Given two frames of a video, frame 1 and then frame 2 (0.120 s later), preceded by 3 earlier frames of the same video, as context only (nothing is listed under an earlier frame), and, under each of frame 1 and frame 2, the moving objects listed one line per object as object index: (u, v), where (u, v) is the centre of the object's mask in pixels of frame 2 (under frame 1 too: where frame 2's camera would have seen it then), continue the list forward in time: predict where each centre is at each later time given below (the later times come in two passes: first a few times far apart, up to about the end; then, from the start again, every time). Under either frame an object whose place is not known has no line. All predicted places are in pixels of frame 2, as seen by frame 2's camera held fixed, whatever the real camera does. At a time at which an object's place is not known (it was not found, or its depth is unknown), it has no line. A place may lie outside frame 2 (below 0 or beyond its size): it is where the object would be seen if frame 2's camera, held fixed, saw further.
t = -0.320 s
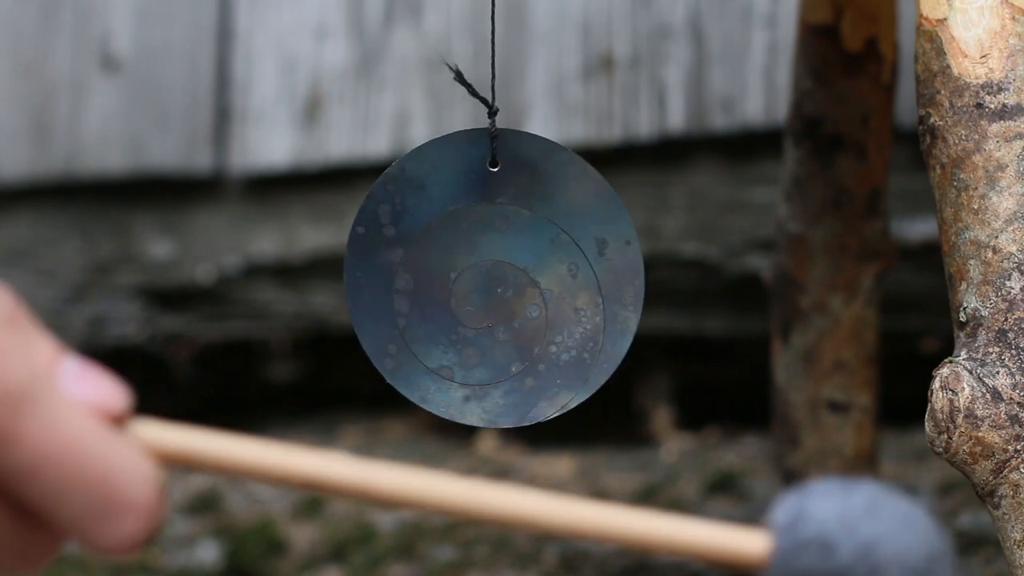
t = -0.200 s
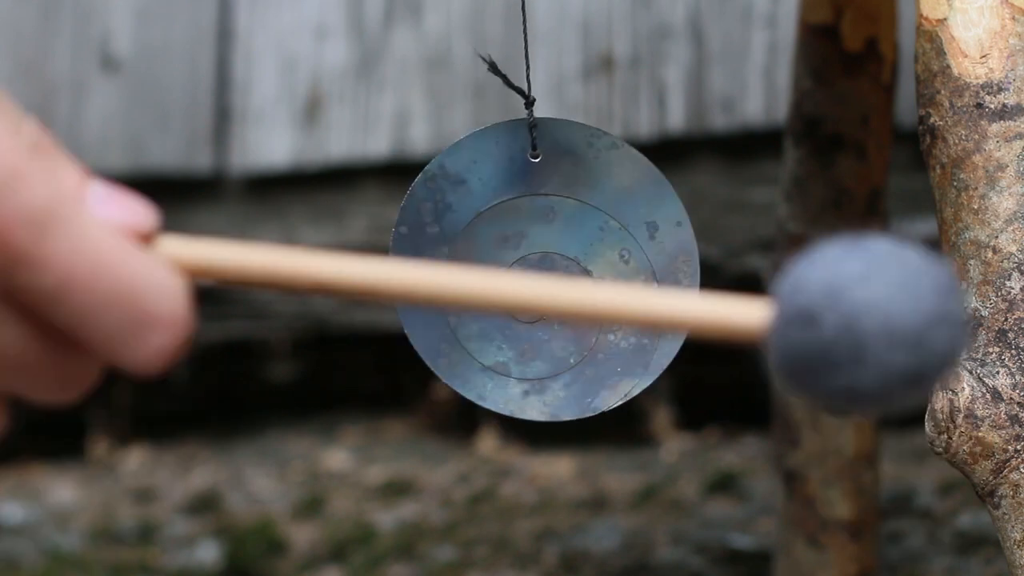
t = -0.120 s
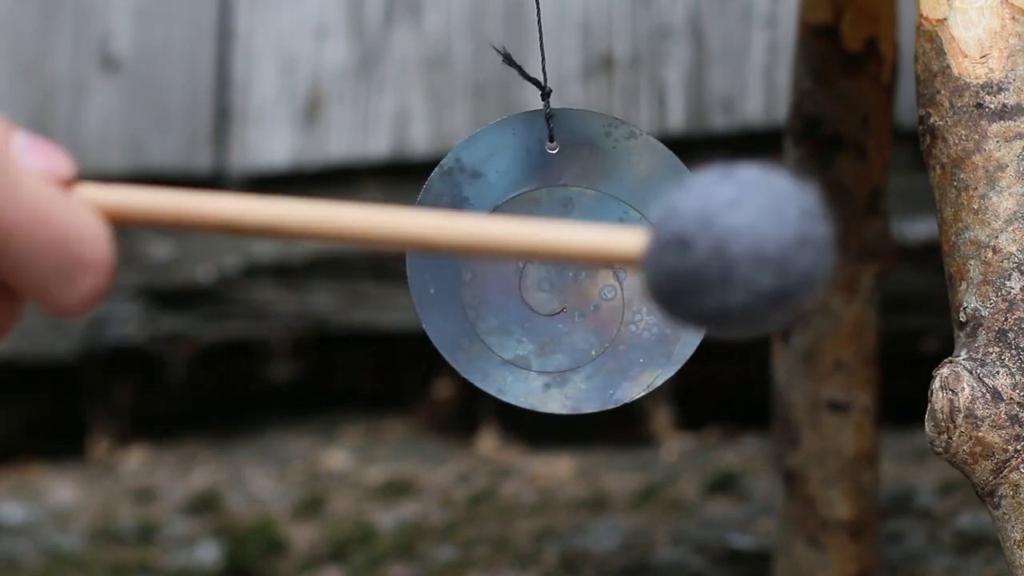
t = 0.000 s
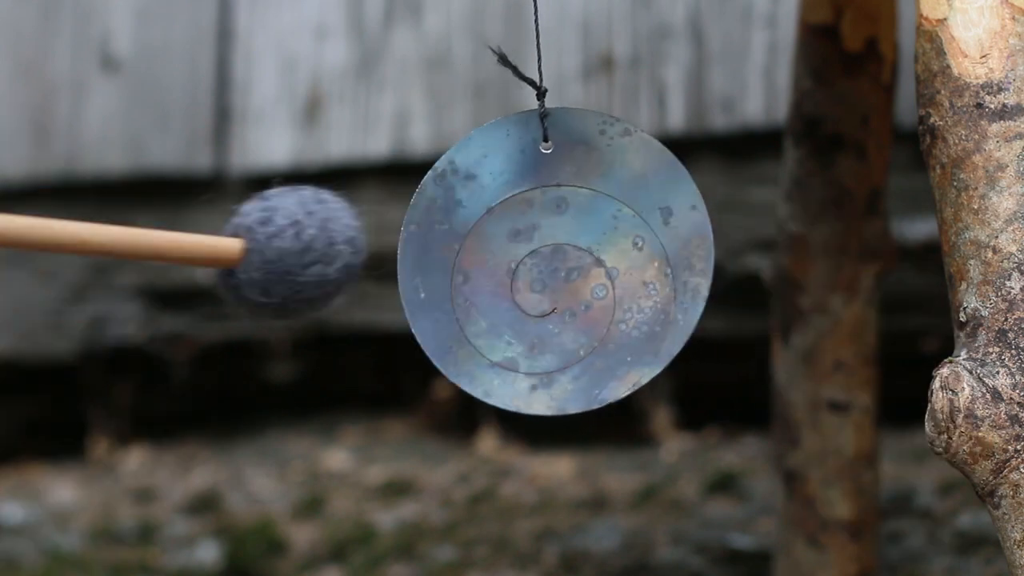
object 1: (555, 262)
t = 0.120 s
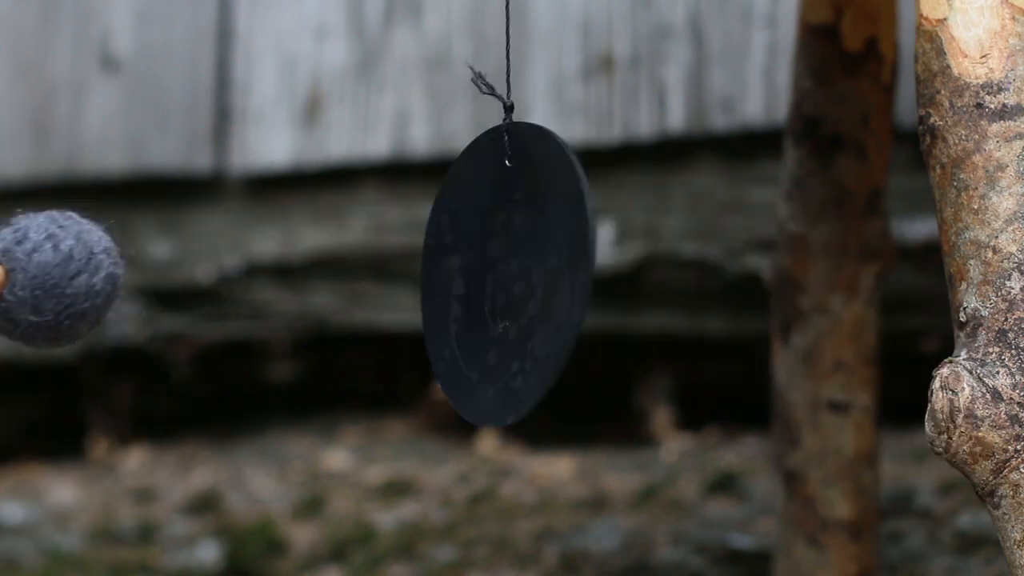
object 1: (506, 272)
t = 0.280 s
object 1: (439, 275)
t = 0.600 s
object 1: (512, 267)
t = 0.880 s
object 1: (556, 257)
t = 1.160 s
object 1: (447, 277)
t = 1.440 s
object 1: (484, 275)
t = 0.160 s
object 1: (487, 269)
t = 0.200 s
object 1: (469, 284)
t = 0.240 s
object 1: (450, 279)
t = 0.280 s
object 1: (439, 275)
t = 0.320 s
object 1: (434, 272)
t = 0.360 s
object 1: (435, 270)
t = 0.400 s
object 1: (440, 271)
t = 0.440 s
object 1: (450, 272)
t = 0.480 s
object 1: (463, 274)
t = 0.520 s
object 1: (478, 276)
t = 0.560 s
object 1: (496, 274)
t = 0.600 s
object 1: (512, 267)
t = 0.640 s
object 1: (526, 279)
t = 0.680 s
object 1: (542, 271)
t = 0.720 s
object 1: (553, 265)
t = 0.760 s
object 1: (559, 259)
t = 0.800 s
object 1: (563, 256)
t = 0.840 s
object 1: (561, 256)
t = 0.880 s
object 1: (556, 257)
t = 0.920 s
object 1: (545, 261)
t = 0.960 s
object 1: (531, 266)
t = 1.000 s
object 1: (515, 269)
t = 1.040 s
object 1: (496, 269)
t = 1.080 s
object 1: (481, 263)
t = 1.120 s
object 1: (459, 280)
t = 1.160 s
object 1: (447, 277)
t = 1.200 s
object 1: (439, 273)
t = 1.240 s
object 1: (435, 271)
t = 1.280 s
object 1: (438, 270)
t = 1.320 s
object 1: (444, 271)
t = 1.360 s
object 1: (455, 272)
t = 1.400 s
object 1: (468, 274)
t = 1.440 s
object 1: (484, 275)
